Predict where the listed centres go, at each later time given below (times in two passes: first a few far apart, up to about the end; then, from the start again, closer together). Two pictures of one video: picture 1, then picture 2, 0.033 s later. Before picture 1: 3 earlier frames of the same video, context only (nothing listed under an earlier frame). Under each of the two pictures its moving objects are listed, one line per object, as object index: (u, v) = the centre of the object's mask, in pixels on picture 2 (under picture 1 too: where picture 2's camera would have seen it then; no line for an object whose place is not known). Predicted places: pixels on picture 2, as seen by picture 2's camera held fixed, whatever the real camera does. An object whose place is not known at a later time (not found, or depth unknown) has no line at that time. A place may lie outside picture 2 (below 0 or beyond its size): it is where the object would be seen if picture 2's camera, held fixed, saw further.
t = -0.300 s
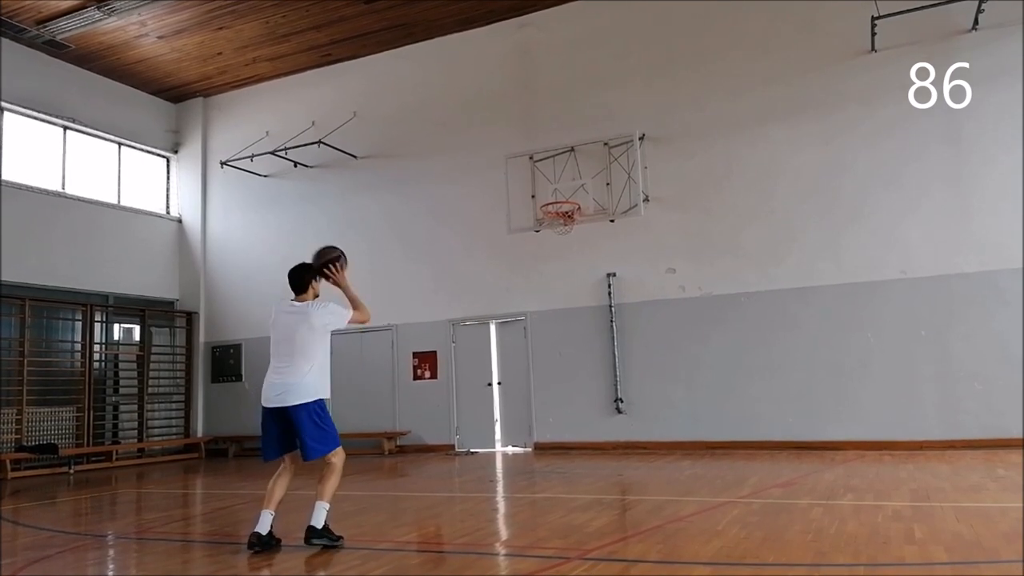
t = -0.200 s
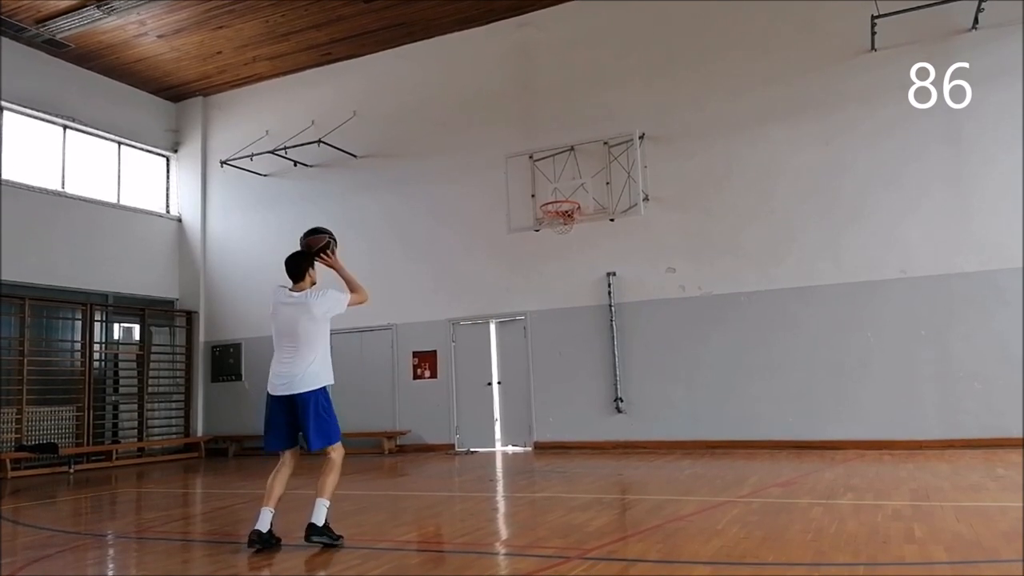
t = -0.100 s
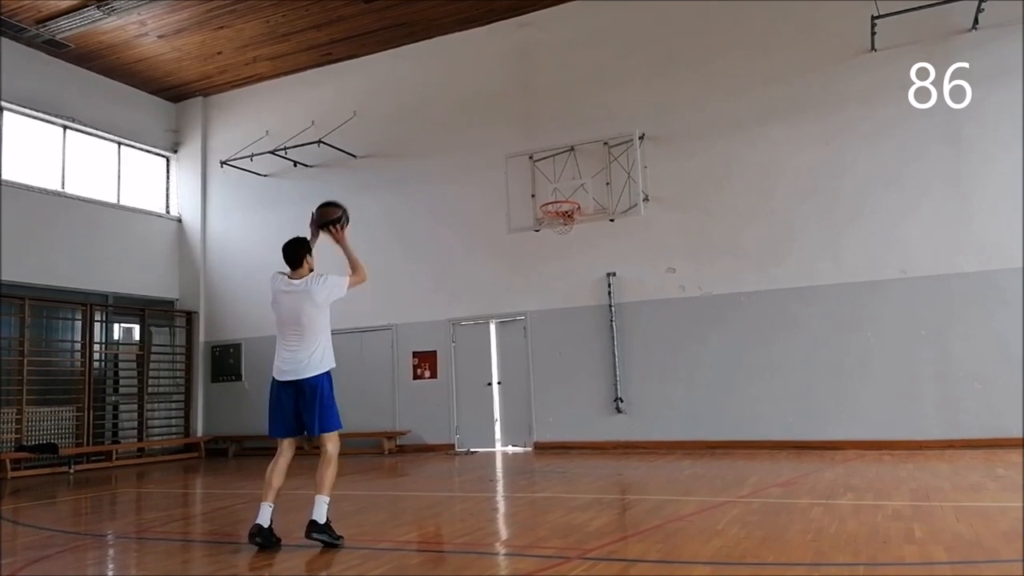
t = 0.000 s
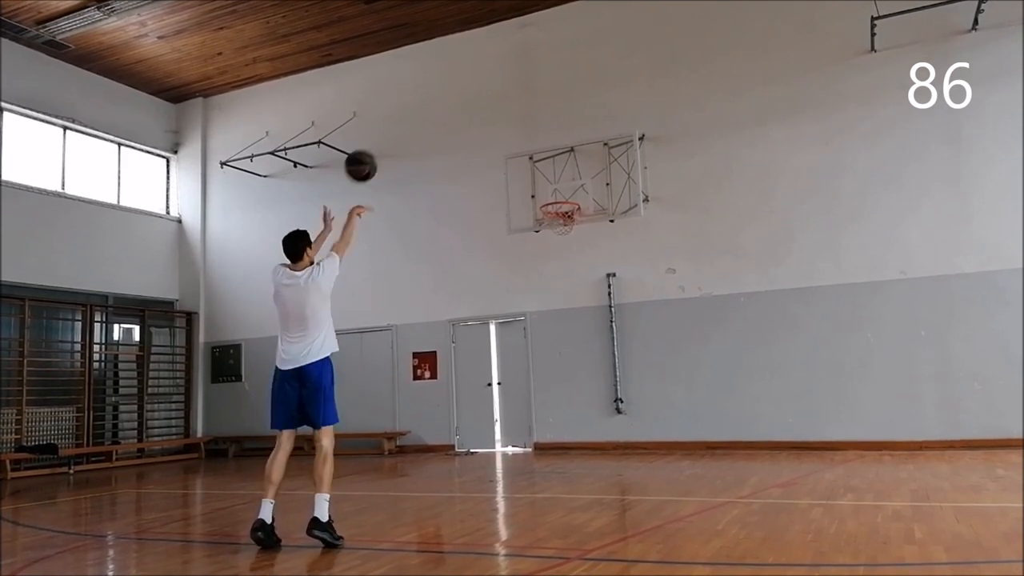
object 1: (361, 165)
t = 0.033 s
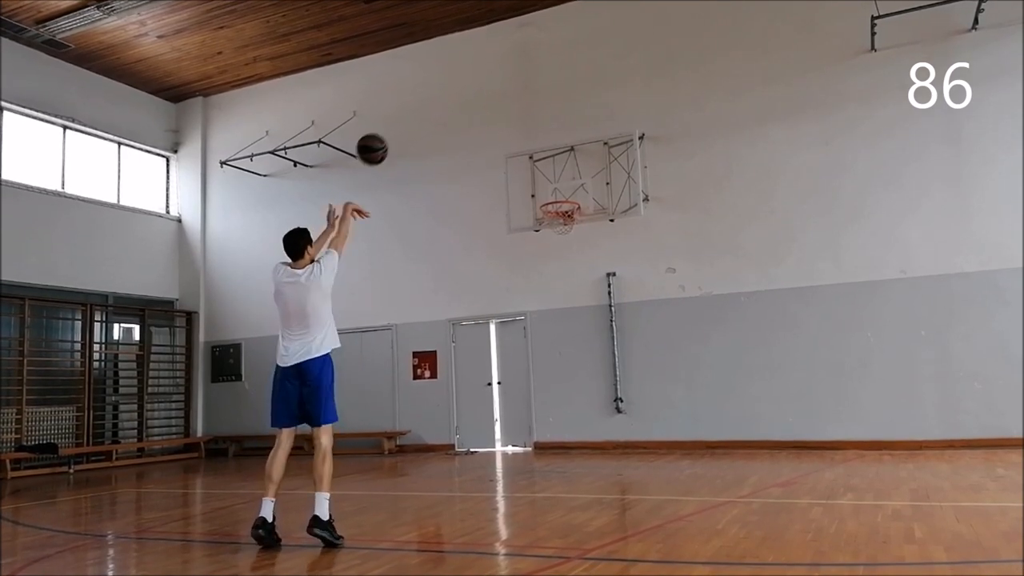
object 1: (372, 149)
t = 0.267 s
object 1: (439, 88)
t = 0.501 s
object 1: (490, 92)
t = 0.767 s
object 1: (536, 152)
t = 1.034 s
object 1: (561, 229)
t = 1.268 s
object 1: (545, 263)
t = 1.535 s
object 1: (528, 371)
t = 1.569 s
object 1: (526, 391)
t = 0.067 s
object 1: (383, 135)
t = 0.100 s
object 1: (393, 123)
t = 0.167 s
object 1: (413, 104)
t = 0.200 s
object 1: (422, 97)
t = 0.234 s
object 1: (430, 92)
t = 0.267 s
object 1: (439, 88)
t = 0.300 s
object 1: (447, 85)
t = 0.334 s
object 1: (455, 84)
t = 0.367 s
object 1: (462, 83)
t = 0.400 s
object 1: (469, 84)
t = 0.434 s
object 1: (476, 86)
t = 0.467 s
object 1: (483, 88)
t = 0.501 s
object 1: (490, 92)
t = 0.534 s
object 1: (496, 97)
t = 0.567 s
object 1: (502, 102)
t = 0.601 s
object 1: (508, 108)
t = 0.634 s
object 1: (514, 116)
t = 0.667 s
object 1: (520, 124)
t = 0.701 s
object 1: (525, 132)
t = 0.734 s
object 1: (531, 141)
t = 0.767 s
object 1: (536, 152)
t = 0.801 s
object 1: (541, 162)
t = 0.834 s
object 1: (547, 174)
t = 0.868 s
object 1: (552, 185)
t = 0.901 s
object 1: (557, 197)
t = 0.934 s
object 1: (562, 210)
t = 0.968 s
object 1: (565, 223)
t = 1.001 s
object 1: (562, 228)
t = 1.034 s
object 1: (561, 229)
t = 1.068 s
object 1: (559, 231)
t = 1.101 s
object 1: (557, 233)
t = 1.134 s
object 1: (555, 237)
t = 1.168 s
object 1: (552, 242)
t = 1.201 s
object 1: (550, 248)
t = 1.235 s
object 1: (548, 255)
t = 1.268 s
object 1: (545, 263)
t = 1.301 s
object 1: (543, 272)
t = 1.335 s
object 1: (541, 282)
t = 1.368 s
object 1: (539, 294)
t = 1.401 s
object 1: (537, 306)
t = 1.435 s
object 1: (534, 320)
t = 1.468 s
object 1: (532, 336)
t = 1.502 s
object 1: (530, 352)
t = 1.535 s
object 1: (528, 371)
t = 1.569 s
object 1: (526, 391)
